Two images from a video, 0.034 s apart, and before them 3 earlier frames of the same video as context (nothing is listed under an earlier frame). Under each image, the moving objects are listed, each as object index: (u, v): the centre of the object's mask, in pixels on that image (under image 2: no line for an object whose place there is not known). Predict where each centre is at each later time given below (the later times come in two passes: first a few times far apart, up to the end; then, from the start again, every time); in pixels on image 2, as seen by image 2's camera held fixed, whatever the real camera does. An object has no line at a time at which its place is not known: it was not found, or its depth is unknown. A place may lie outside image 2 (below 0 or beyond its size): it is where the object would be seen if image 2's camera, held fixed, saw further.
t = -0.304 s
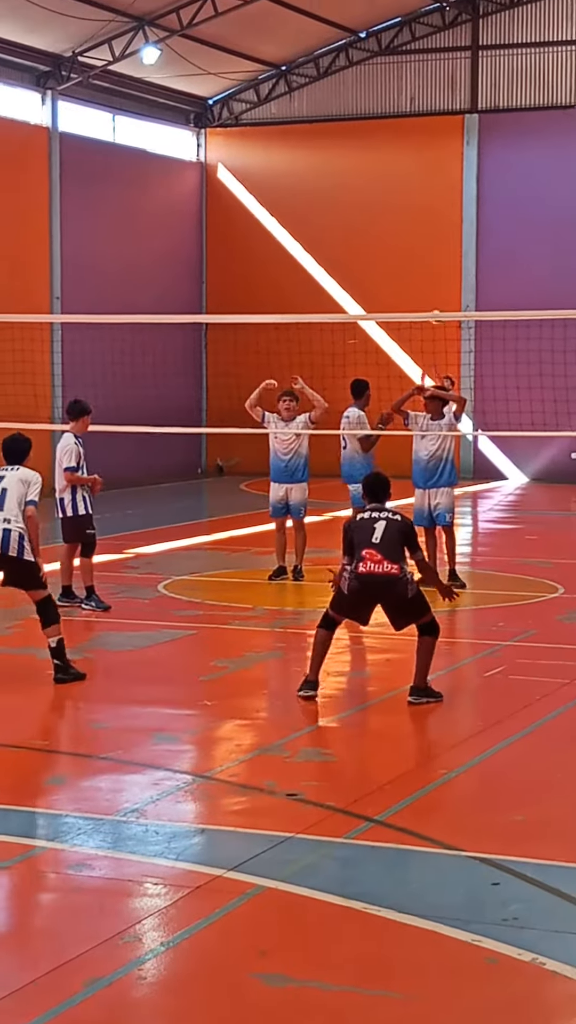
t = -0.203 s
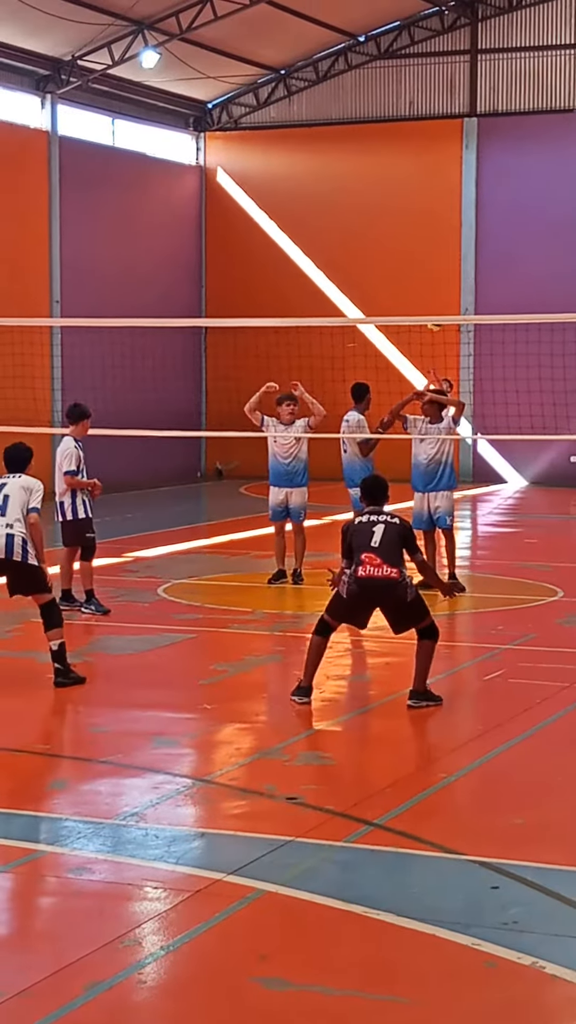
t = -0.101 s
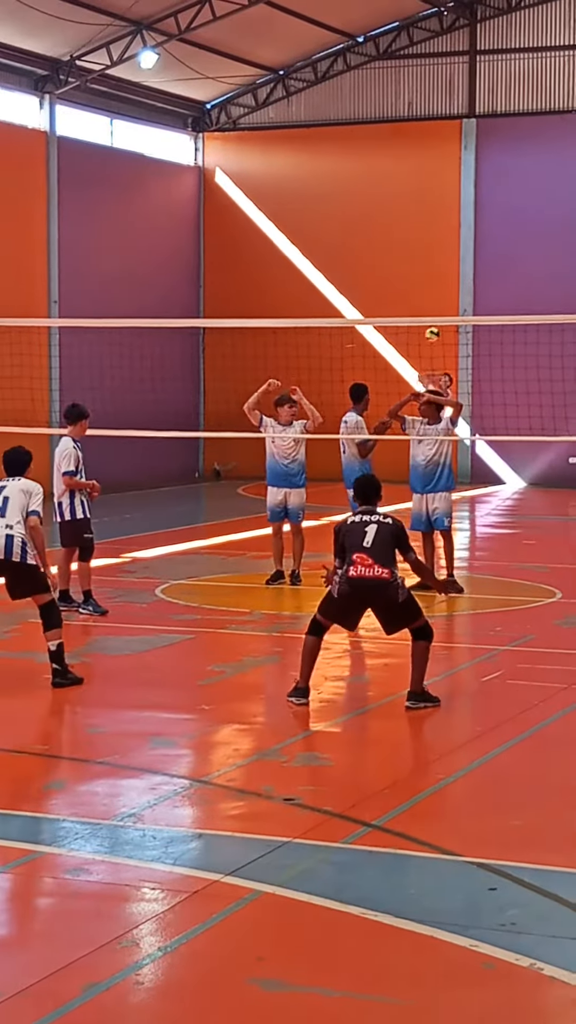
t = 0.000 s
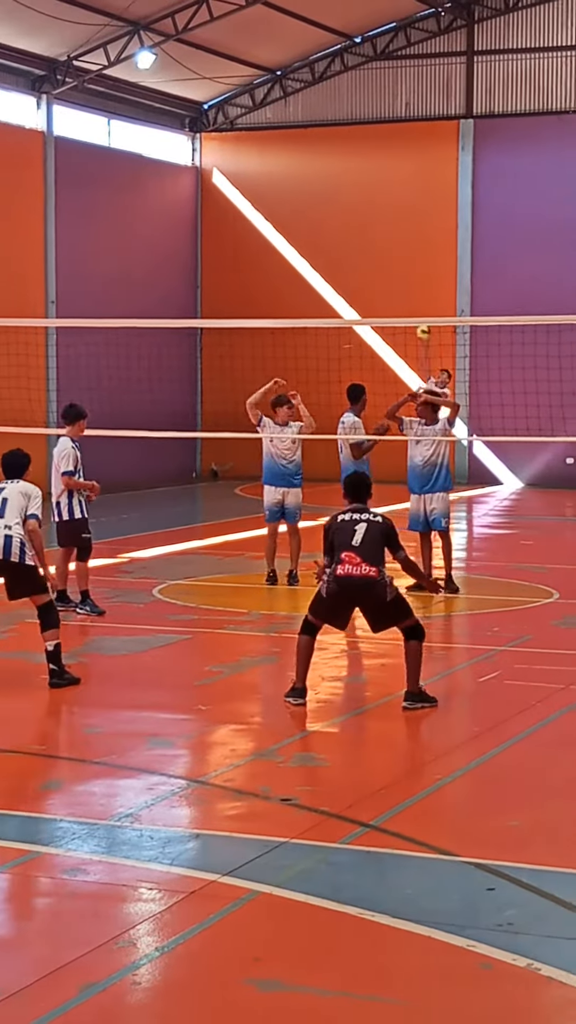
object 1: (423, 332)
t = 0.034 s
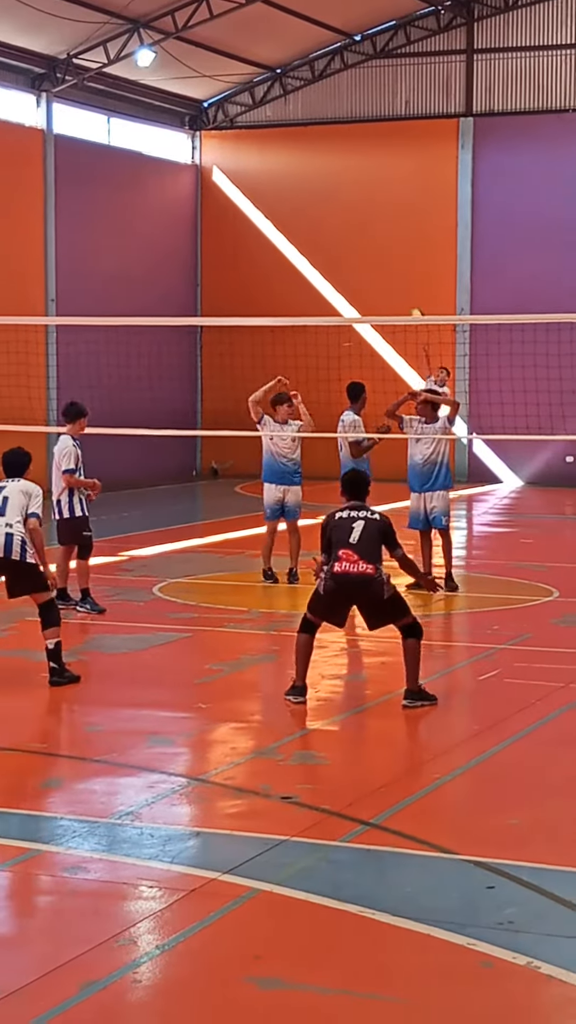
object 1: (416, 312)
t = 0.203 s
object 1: (381, 256)
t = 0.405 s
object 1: (330, 206)
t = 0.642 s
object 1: (263, 189)
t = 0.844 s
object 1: (193, 220)
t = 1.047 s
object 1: (102, 302)
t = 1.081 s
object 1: (83, 325)
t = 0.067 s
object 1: (410, 303)
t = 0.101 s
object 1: (403, 291)
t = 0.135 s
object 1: (396, 278)
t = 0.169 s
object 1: (389, 267)
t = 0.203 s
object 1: (381, 256)
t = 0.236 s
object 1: (373, 246)
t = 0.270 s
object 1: (365, 236)
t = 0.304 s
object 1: (357, 227)
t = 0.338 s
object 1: (348, 219)
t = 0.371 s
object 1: (340, 212)
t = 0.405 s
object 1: (330, 206)
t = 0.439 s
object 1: (321, 201)
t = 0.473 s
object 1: (312, 197)
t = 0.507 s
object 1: (303, 193)
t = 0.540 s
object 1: (294, 191)
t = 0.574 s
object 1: (284, 189)
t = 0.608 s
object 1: (274, 189)
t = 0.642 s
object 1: (263, 189)
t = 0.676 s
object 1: (253, 190)
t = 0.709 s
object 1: (242, 194)
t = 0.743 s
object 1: (229, 200)
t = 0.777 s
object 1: (217, 204)
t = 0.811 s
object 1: (205, 211)
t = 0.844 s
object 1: (193, 220)
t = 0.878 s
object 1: (180, 229)
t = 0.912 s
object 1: (166, 240)
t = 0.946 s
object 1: (151, 254)
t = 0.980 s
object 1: (136, 268)
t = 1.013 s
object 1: (119, 284)
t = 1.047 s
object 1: (102, 302)
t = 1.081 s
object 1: (83, 325)
